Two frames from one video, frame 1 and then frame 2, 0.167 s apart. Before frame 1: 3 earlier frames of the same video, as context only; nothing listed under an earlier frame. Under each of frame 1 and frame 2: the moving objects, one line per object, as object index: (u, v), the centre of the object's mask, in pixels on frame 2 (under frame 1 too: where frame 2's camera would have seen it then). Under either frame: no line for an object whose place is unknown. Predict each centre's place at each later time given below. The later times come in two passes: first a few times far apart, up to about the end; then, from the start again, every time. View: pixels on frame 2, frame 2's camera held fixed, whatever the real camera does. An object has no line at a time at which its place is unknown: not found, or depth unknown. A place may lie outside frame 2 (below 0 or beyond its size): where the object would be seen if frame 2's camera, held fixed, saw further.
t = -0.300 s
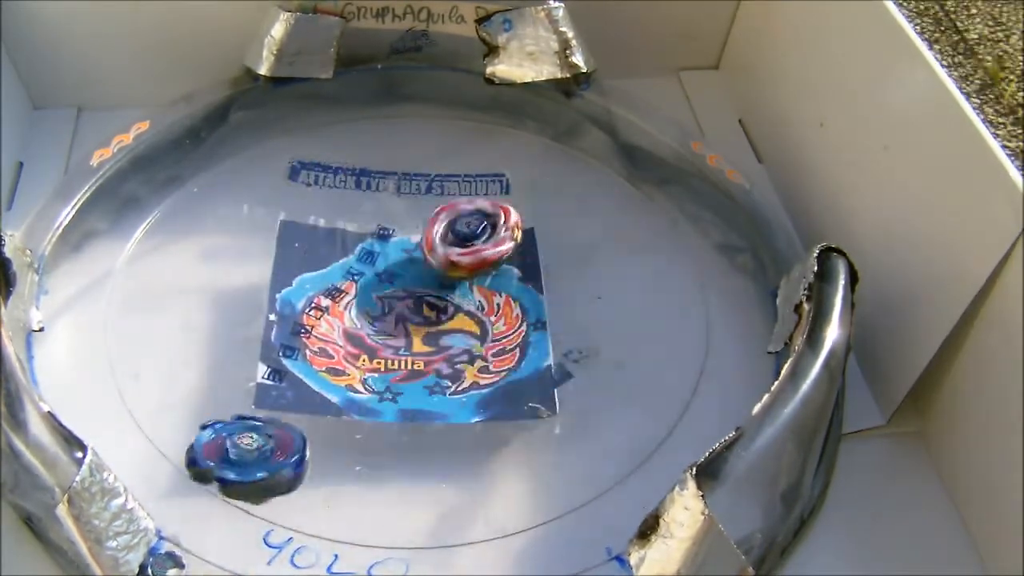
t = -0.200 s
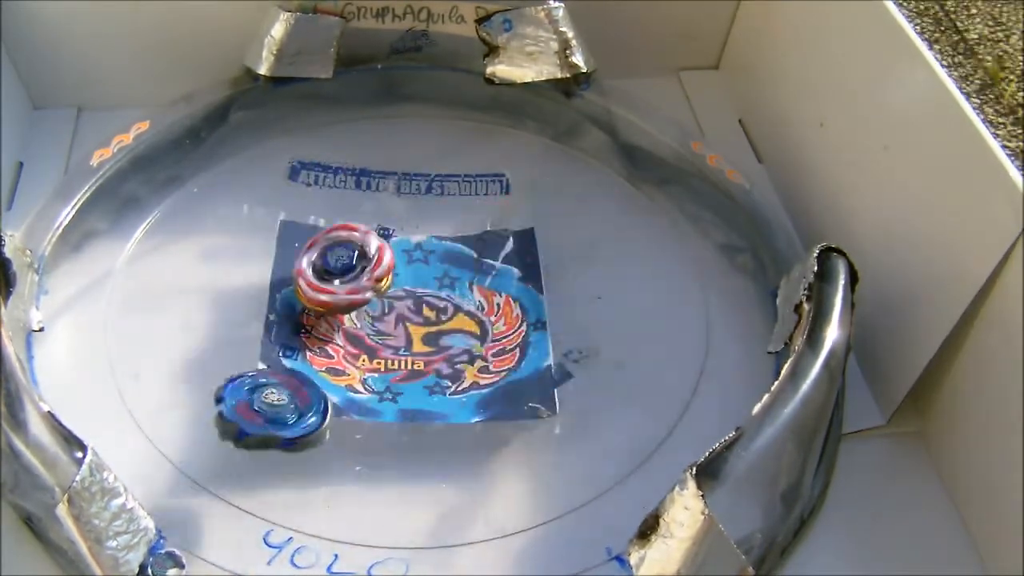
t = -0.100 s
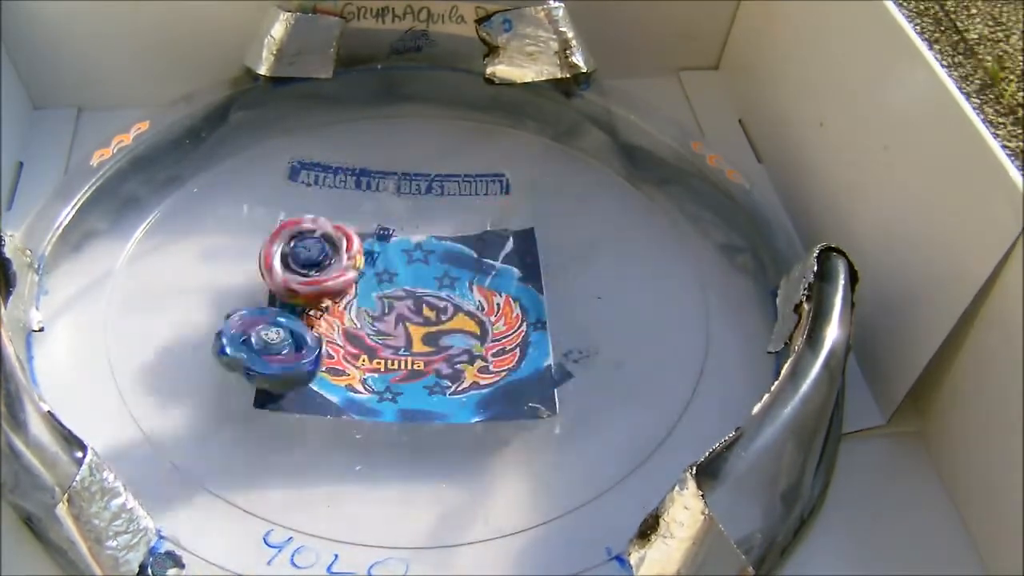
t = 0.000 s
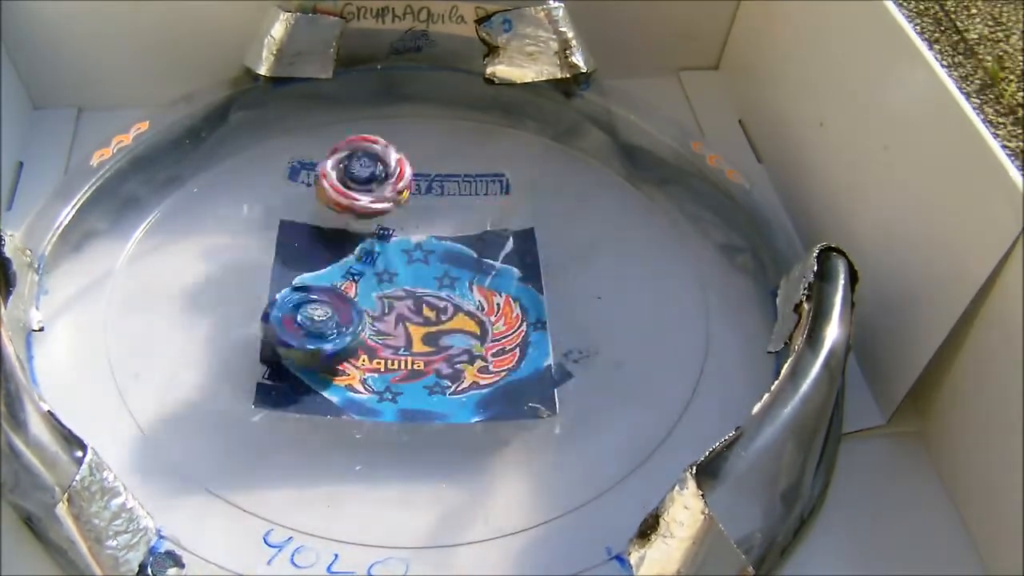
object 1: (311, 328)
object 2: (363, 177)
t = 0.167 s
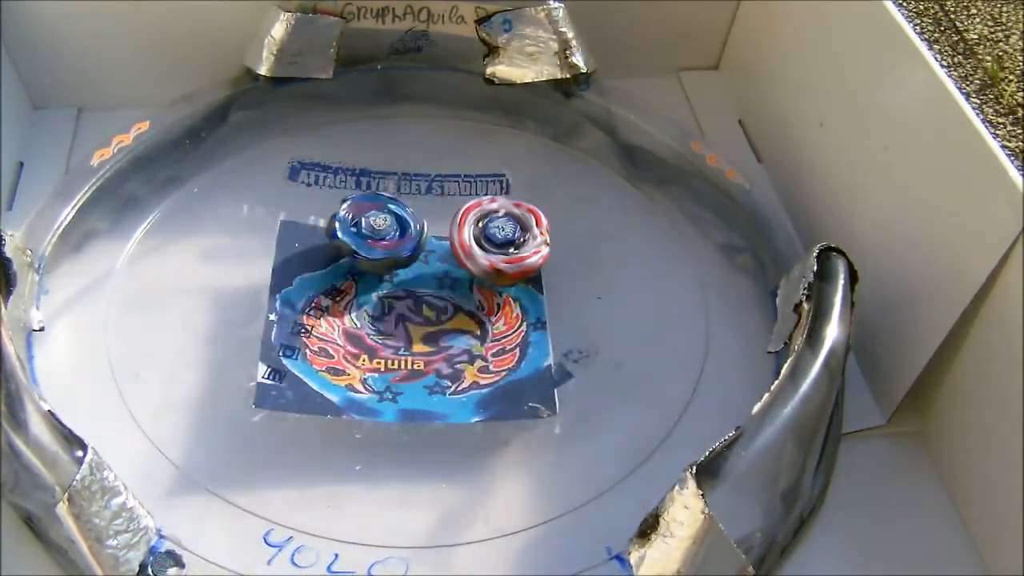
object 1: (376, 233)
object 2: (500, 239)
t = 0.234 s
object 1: (337, 203)
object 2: (454, 325)
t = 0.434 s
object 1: (440, 267)
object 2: (230, 287)
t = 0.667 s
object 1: (583, 176)
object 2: (283, 267)
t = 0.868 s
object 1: (511, 287)
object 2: (408, 332)
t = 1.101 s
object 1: (499, 336)
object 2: (426, 277)
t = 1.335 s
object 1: (431, 359)
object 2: (518, 289)
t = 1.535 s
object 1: (324, 321)
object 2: (433, 254)
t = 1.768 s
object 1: (304, 242)
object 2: (450, 287)
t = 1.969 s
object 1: (337, 222)
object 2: (385, 333)
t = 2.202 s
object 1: (420, 169)
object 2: (429, 310)
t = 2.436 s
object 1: (439, 245)
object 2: (463, 423)
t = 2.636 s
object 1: (512, 292)
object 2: (372, 268)
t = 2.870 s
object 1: (427, 345)
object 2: (510, 215)
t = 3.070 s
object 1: (410, 351)
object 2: (419, 253)
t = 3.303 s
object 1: (397, 317)
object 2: (432, 221)
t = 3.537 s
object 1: (408, 365)
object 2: (468, 237)
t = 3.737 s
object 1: (459, 359)
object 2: (405, 163)
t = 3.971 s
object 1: (421, 311)
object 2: (350, 242)
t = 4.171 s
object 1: (432, 299)
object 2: (338, 238)
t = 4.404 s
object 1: (453, 280)
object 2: (352, 289)
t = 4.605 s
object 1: (478, 267)
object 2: (321, 284)
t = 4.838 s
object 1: (482, 260)
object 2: (371, 289)
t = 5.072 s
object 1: (484, 303)
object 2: (376, 287)
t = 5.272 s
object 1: (497, 298)
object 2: (376, 261)
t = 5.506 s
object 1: (472, 335)
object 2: (378, 268)
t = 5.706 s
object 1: (456, 323)
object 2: (396, 255)
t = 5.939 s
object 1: (456, 332)
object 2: (391, 247)
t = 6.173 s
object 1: (440, 317)
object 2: (394, 244)
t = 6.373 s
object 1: (446, 323)
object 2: (374, 237)
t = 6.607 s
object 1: (460, 317)
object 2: (396, 246)
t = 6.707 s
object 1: (468, 321)
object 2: (371, 243)
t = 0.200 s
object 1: (360, 213)
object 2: (487, 286)
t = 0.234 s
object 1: (337, 203)
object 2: (454, 325)
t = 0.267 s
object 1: (314, 201)
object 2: (410, 349)
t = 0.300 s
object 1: (305, 224)
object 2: (357, 358)
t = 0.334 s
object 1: (324, 248)
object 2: (308, 352)
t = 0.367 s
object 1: (360, 263)
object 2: (268, 336)
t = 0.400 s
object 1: (400, 272)
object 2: (242, 314)
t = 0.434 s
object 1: (440, 267)
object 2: (230, 287)
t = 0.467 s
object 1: (471, 257)
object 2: (238, 258)
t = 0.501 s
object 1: (493, 240)
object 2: (270, 233)
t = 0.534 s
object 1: (504, 222)
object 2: (318, 220)
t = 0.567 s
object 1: (491, 204)
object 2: (374, 218)
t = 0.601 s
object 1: (536, 188)
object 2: (346, 232)
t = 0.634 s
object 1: (576, 178)
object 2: (304, 252)
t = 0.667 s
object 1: (583, 176)
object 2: (283, 267)
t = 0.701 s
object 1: (572, 179)
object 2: (287, 276)
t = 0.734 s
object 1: (546, 192)
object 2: (308, 279)
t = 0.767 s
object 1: (517, 219)
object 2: (348, 279)
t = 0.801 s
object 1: (490, 250)
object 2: (394, 282)
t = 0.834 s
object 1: (500, 267)
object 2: (402, 309)
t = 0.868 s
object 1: (511, 287)
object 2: (408, 332)
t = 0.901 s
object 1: (522, 308)
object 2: (403, 352)
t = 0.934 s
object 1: (531, 325)
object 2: (397, 358)
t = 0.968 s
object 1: (545, 336)
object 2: (387, 356)
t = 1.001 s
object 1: (552, 340)
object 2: (379, 341)
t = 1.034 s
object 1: (546, 337)
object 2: (381, 319)
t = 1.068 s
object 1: (527, 337)
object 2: (399, 297)
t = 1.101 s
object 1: (499, 336)
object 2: (426, 277)
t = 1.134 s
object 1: (473, 346)
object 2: (446, 257)
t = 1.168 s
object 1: (451, 361)
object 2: (461, 239)
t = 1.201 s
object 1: (438, 373)
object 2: (477, 234)
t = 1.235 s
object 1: (433, 382)
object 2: (493, 235)
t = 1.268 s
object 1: (433, 382)
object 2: (509, 246)
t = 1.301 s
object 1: (433, 376)
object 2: (520, 265)
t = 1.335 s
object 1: (431, 359)
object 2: (518, 289)
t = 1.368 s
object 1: (395, 352)
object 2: (518, 295)
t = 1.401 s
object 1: (363, 348)
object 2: (515, 286)
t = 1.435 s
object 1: (339, 346)
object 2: (497, 280)
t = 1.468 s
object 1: (327, 341)
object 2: (473, 274)
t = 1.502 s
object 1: (323, 334)
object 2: (451, 264)
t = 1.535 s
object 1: (324, 321)
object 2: (433, 254)
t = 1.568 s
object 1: (328, 310)
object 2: (422, 244)
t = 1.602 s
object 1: (333, 294)
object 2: (420, 237)
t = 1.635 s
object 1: (335, 272)
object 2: (423, 234)
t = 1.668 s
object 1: (320, 260)
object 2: (447, 232)
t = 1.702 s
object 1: (309, 250)
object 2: (465, 244)
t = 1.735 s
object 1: (303, 243)
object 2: (466, 265)
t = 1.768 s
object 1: (304, 242)
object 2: (450, 287)
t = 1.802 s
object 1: (314, 242)
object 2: (422, 302)
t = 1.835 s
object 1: (325, 240)
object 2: (397, 311)
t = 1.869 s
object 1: (319, 225)
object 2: (403, 335)
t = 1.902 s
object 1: (319, 220)
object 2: (405, 345)
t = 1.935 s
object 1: (324, 220)
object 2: (398, 343)
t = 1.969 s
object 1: (337, 222)
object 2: (385, 333)
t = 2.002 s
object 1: (356, 228)
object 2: (370, 314)
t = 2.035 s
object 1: (383, 212)
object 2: (370, 314)
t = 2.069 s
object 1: (404, 193)
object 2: (377, 325)
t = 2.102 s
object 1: (414, 178)
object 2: (383, 327)
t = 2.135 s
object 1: (421, 165)
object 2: (395, 319)
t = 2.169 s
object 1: (420, 161)
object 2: (409, 317)
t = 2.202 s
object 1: (420, 169)
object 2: (429, 310)
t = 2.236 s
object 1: (419, 186)
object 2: (446, 309)
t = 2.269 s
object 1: (426, 212)
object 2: (464, 311)
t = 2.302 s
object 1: (439, 236)
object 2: (475, 313)
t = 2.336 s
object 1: (446, 235)
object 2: (488, 347)
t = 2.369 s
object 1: (443, 222)
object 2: (499, 391)
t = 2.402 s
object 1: (439, 229)
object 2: (491, 416)
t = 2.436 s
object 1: (439, 245)
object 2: (463, 423)
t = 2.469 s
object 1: (449, 262)
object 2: (429, 414)
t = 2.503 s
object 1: (464, 278)
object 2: (398, 393)
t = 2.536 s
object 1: (481, 287)
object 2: (378, 364)
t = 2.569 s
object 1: (500, 293)
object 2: (368, 331)
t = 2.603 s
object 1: (512, 295)
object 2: (365, 299)
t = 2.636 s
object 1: (512, 292)
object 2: (372, 268)
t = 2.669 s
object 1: (503, 288)
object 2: (385, 242)
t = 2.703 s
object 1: (483, 292)
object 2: (403, 217)
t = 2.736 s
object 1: (462, 294)
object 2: (424, 198)
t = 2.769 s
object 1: (439, 311)
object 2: (448, 188)
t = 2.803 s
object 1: (417, 328)
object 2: (473, 185)
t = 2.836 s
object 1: (422, 335)
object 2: (497, 193)
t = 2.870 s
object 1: (427, 345)
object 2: (510, 215)
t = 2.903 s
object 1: (434, 345)
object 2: (508, 244)
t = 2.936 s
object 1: (437, 343)
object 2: (488, 269)
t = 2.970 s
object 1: (415, 357)
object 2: (482, 260)
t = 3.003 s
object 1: (411, 359)
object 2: (465, 256)
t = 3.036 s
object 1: (411, 358)
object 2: (442, 254)
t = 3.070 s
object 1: (410, 351)
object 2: (419, 253)
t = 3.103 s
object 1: (403, 337)
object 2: (401, 249)
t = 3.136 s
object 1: (395, 325)
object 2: (388, 242)
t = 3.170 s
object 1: (391, 325)
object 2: (378, 219)
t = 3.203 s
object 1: (389, 326)
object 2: (378, 197)
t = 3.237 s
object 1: (392, 326)
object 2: (392, 190)
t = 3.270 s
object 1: (395, 322)
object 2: (414, 199)
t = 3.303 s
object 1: (397, 317)
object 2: (432, 221)
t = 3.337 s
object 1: (393, 321)
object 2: (448, 224)
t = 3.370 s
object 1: (394, 326)
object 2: (462, 228)
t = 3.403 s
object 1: (399, 325)
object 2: (463, 244)
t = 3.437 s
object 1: (391, 335)
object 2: (466, 244)
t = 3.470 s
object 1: (378, 352)
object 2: (476, 229)
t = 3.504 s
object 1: (387, 363)
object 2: (476, 228)
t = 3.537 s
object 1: (408, 365)
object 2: (468, 237)
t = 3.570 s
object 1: (426, 349)
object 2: (456, 247)
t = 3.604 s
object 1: (431, 333)
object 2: (434, 255)
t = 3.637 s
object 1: (429, 369)
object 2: (416, 212)
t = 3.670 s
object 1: (435, 378)
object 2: (402, 179)
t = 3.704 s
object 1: (453, 373)
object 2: (399, 164)
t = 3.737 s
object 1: (459, 359)
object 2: (405, 163)
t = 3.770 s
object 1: (456, 341)
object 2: (416, 175)
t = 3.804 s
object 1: (448, 326)
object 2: (421, 202)
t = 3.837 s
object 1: (441, 315)
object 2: (418, 231)
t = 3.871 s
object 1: (445, 331)
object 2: (399, 221)
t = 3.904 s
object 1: (447, 329)
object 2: (380, 224)
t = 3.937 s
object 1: (438, 321)
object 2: (365, 234)
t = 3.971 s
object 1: (421, 311)
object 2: (350, 242)
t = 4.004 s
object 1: (417, 308)
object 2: (328, 245)
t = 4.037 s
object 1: (421, 310)
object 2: (305, 237)
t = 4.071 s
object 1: (421, 306)
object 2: (296, 229)
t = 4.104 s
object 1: (420, 305)
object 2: (305, 226)
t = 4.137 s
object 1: (419, 299)
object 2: (326, 232)
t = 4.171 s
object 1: (432, 299)
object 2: (338, 238)
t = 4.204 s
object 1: (451, 306)
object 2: (339, 242)
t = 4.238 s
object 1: (459, 306)
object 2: (346, 252)
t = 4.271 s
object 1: (467, 297)
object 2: (351, 257)
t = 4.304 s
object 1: (466, 287)
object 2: (364, 268)
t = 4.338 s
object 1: (469, 282)
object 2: (359, 278)
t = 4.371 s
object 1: (464, 279)
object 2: (353, 284)
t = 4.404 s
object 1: (453, 280)
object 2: (352, 289)
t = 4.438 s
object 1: (451, 277)
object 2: (343, 290)
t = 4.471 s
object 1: (449, 277)
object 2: (340, 292)
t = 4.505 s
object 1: (446, 277)
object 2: (342, 290)
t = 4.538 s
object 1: (445, 278)
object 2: (343, 289)
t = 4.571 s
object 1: (467, 274)
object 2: (326, 287)
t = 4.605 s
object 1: (478, 267)
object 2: (321, 284)
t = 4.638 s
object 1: (478, 264)
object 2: (329, 278)
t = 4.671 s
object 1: (471, 262)
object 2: (347, 275)
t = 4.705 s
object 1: (481, 261)
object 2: (349, 276)
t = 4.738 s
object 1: (496, 256)
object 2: (338, 280)
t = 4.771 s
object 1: (499, 254)
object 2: (342, 282)
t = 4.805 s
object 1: (493, 254)
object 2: (353, 285)
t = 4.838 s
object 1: (482, 260)
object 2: (371, 289)
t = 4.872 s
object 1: (485, 266)
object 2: (368, 297)
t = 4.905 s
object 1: (490, 270)
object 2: (357, 304)
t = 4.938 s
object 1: (489, 276)
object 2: (354, 303)
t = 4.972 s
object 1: (485, 284)
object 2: (359, 298)
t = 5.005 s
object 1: (477, 294)
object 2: (370, 292)
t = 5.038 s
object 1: (486, 297)
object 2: (368, 290)
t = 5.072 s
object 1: (484, 303)
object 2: (376, 287)
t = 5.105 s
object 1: (505, 306)
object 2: (360, 279)
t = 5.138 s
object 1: (517, 303)
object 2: (355, 271)
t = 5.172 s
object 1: (517, 296)
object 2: (363, 265)
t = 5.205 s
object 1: (503, 290)
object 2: (379, 264)
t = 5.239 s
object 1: (496, 291)
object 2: (384, 263)
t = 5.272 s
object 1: (497, 298)
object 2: (376, 261)
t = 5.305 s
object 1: (491, 302)
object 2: (375, 263)
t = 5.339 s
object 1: (472, 313)
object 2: (382, 269)
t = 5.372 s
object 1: (473, 323)
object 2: (374, 269)
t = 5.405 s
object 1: (473, 329)
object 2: (373, 270)
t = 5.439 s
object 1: (471, 330)
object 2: (377, 272)
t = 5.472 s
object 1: (463, 328)
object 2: (385, 276)
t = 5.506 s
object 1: (472, 335)
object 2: (378, 268)
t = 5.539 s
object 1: (471, 333)
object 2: (380, 263)
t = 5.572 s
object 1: (468, 329)
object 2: (387, 262)
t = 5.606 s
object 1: (461, 326)
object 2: (392, 261)
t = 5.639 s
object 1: (463, 328)
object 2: (391, 255)
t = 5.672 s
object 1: (460, 323)
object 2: (395, 256)
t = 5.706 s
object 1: (456, 323)
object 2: (396, 255)
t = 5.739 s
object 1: (450, 320)
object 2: (398, 253)
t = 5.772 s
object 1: (448, 326)
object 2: (399, 246)
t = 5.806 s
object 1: (447, 329)
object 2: (401, 242)
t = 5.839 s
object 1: (448, 329)
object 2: (405, 246)
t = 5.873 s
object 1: (448, 329)
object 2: (407, 253)
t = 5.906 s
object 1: (454, 332)
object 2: (397, 250)
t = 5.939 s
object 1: (456, 332)
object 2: (391, 247)
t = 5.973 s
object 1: (455, 328)
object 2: (390, 248)
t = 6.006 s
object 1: (446, 320)
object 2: (390, 250)
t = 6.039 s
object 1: (450, 329)
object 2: (378, 236)
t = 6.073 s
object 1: (454, 330)
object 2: (375, 226)
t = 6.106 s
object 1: (454, 331)
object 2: (379, 226)
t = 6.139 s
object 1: (447, 326)
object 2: (386, 231)
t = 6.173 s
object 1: (440, 317)
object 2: (394, 244)
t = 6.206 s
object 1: (443, 322)
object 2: (387, 243)
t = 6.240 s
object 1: (442, 324)
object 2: (381, 246)
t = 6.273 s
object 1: (440, 322)
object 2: (380, 251)
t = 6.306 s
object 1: (441, 323)
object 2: (376, 249)
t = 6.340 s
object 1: (443, 324)
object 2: (370, 241)
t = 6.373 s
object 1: (446, 323)
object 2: (374, 237)
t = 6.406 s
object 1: (444, 318)
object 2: (383, 239)
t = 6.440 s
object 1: (443, 321)
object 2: (387, 238)
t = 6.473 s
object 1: (458, 333)
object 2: (376, 217)
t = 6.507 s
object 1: (464, 334)
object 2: (375, 212)
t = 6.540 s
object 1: (470, 330)
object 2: (382, 219)
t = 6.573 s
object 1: (469, 324)
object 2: (391, 232)
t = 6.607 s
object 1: (460, 317)
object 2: (396, 246)
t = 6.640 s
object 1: (471, 323)
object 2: (385, 240)
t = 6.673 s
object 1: (472, 323)
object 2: (373, 237)
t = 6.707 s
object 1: (468, 321)
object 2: (371, 243)
